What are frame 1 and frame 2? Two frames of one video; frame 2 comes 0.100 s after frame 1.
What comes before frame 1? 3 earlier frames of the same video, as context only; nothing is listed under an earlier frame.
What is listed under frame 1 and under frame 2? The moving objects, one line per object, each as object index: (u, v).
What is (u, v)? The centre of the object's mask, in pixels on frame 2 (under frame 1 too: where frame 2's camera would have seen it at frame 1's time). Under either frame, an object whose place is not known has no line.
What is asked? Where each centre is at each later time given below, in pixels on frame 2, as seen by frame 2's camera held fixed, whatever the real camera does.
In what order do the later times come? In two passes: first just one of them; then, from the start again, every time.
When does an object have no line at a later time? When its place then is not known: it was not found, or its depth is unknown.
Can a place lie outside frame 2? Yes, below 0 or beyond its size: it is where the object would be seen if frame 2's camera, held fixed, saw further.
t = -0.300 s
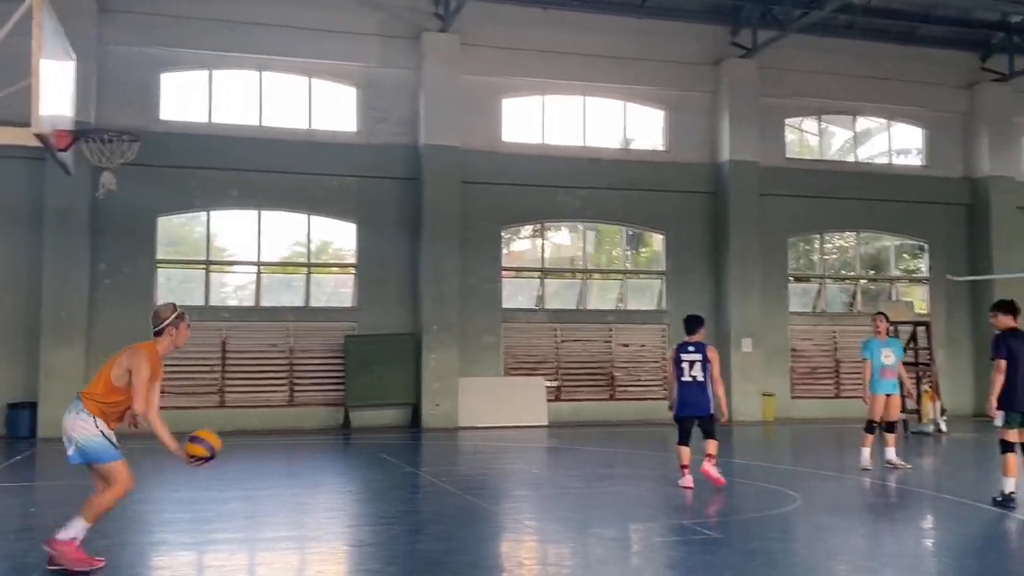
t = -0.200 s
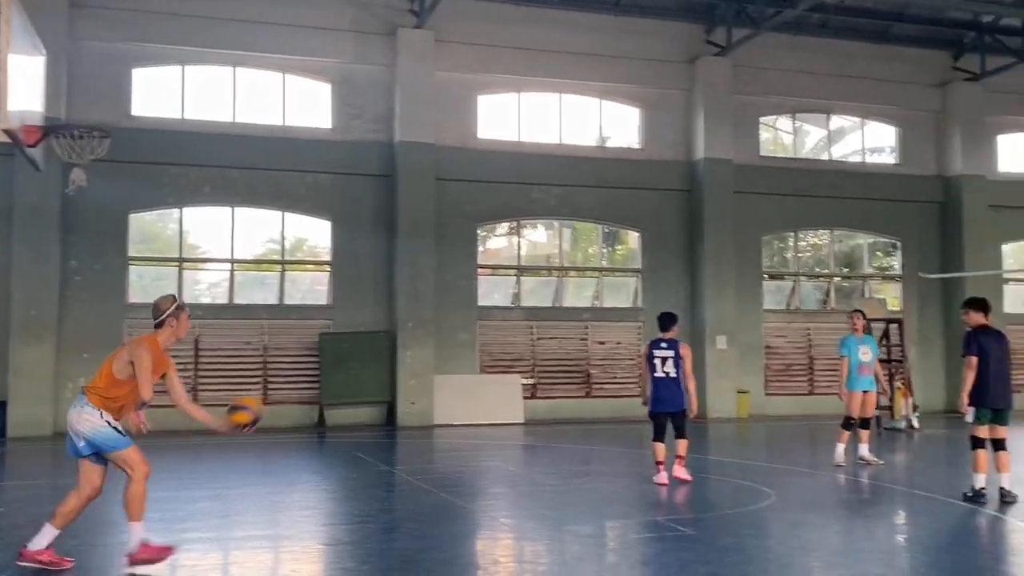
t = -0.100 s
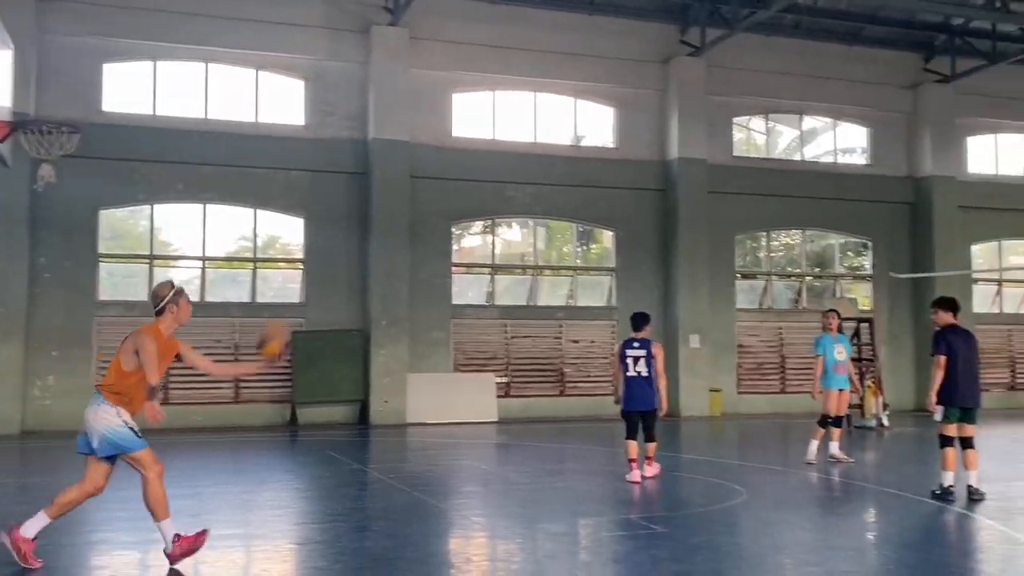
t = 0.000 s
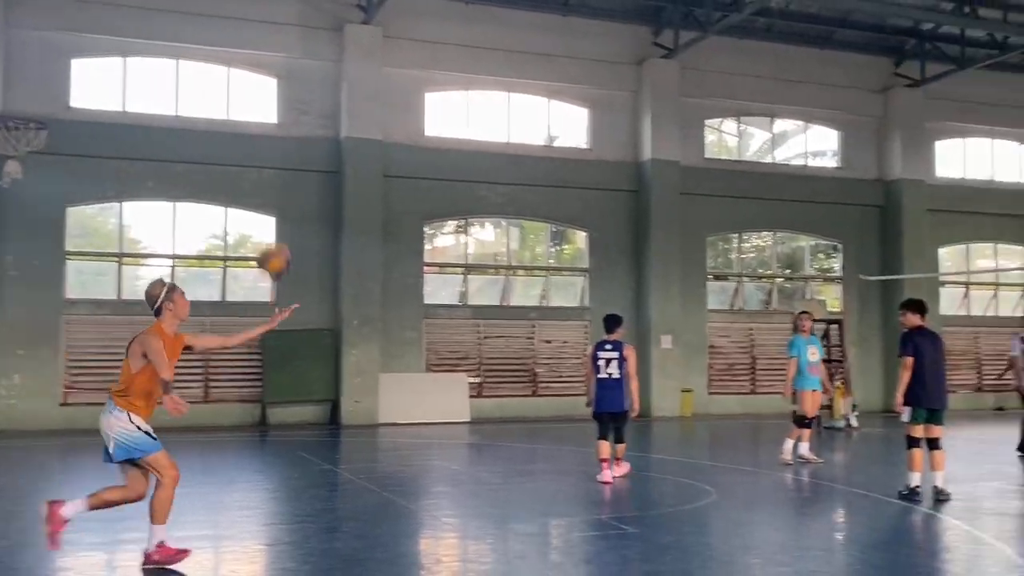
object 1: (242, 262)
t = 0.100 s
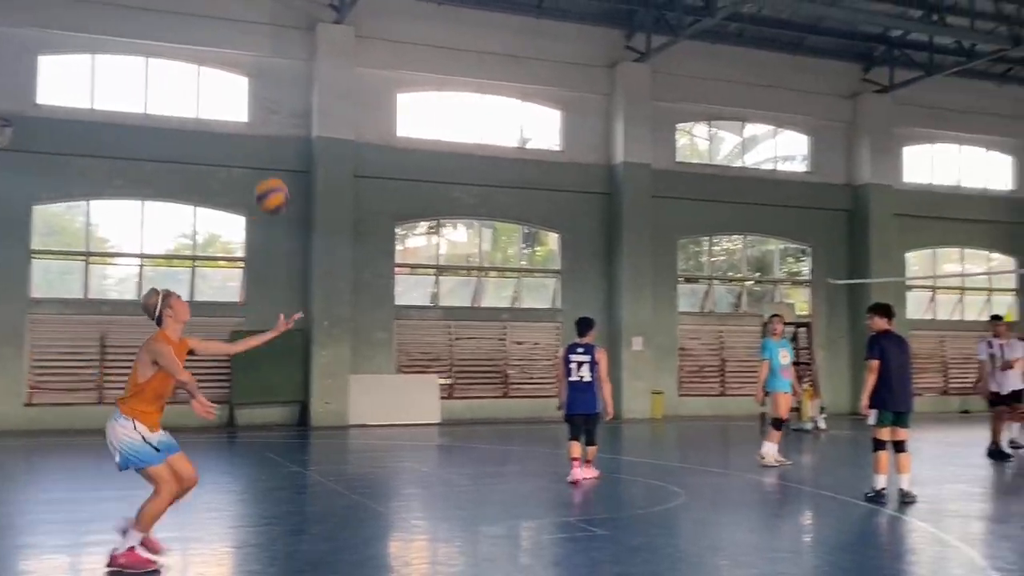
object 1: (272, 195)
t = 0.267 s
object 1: (318, 128)
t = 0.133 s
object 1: (281, 178)
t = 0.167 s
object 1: (290, 162)
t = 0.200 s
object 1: (299, 149)
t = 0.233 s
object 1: (309, 137)
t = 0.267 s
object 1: (318, 128)
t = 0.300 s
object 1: (326, 119)
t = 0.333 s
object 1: (334, 113)
